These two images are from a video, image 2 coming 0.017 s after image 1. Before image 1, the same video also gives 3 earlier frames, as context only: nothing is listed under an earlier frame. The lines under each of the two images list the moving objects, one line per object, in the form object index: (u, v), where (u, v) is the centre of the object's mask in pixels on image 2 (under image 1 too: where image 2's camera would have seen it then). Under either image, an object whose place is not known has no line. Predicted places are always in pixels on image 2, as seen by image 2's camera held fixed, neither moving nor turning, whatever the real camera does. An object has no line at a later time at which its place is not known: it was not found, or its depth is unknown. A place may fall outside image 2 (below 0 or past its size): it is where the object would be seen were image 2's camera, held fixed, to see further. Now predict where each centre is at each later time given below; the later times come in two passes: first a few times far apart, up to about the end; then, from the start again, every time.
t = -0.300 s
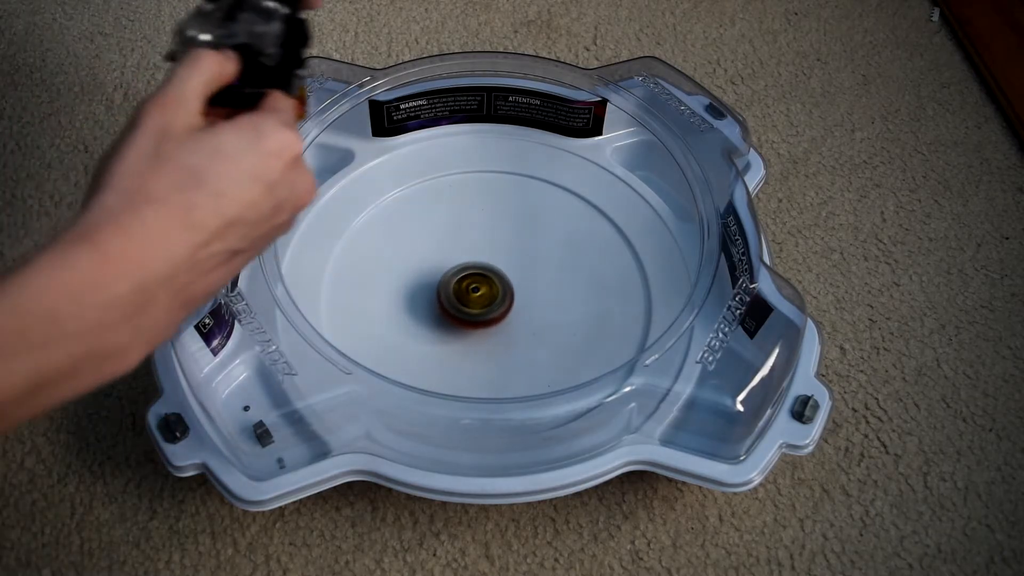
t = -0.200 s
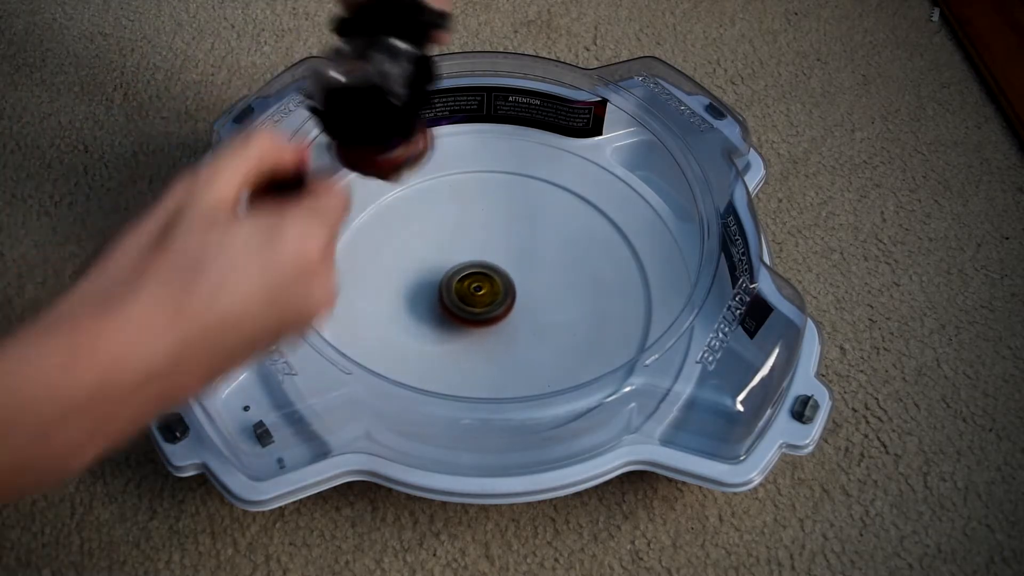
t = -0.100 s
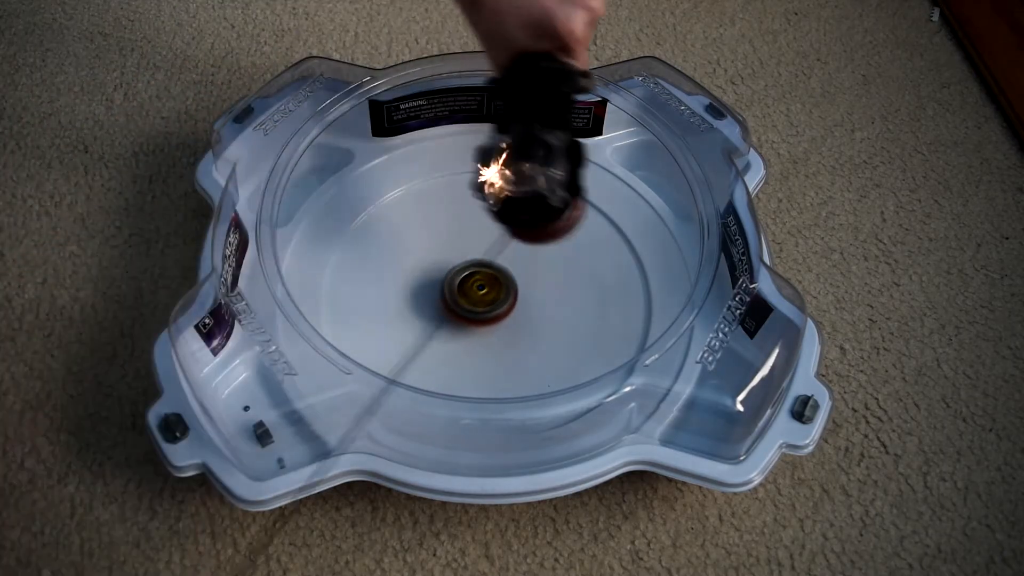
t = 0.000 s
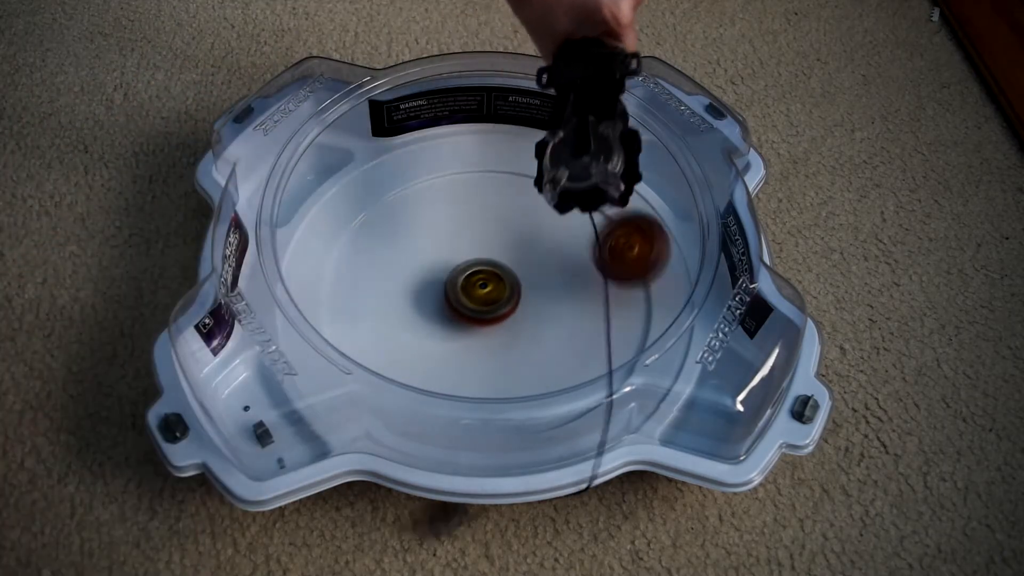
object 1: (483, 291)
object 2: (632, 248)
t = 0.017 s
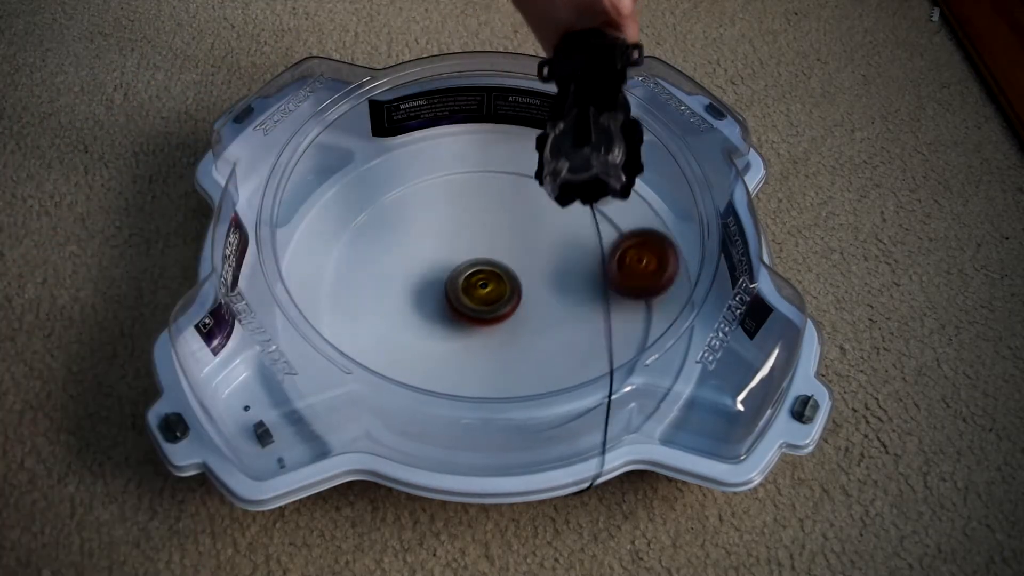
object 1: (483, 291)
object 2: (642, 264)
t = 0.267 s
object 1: (493, 285)
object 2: (657, 279)
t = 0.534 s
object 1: (493, 283)
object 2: (517, 345)
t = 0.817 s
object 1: (479, 259)
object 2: (378, 359)
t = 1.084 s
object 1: (533, 228)
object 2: (392, 334)
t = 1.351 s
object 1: (595, 168)
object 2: (349, 412)
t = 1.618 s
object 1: (574, 182)
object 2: (490, 408)
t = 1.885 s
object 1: (527, 242)
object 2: (549, 329)
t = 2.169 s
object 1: (503, 229)
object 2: (393, 385)
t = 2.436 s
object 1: (474, 268)
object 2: (396, 401)
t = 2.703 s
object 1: (461, 301)
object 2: (382, 395)
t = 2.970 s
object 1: (483, 300)
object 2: (404, 357)
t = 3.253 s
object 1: (503, 267)
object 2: (426, 279)
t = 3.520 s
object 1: (505, 260)
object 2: (380, 252)
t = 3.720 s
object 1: (499, 262)
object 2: (417, 285)
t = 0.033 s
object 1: (484, 292)
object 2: (648, 256)
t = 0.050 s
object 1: (485, 291)
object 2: (653, 247)
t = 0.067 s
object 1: (486, 289)
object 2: (658, 238)
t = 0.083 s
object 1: (487, 290)
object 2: (662, 233)
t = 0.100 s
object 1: (488, 290)
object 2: (665, 229)
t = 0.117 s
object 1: (489, 289)
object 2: (667, 228)
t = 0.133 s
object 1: (490, 288)
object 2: (668, 230)
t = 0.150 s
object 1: (491, 288)
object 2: (670, 235)
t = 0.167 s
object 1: (491, 287)
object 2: (669, 243)
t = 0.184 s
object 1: (492, 287)
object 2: (668, 252)
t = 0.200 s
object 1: (492, 286)
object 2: (665, 265)
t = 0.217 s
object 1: (492, 286)
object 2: (662, 277)
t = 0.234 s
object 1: (492, 287)
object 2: (661, 278)
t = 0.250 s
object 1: (493, 286)
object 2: (659, 277)
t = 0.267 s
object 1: (493, 285)
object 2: (657, 279)
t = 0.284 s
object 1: (493, 285)
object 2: (653, 282)
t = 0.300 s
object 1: (494, 286)
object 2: (648, 288)
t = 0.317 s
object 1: (494, 285)
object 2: (642, 297)
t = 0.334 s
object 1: (494, 285)
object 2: (637, 306)
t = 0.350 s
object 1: (494, 285)
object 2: (628, 319)
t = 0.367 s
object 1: (494, 285)
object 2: (621, 321)
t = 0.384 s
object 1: (494, 284)
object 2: (614, 322)
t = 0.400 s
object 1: (494, 284)
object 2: (604, 325)
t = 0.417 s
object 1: (494, 284)
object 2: (596, 329)
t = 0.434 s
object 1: (494, 284)
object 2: (584, 337)
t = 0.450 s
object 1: (494, 284)
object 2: (575, 338)
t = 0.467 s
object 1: (494, 284)
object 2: (564, 341)
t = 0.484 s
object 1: (494, 284)
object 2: (551, 344)
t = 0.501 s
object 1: (493, 284)
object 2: (541, 343)
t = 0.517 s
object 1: (493, 284)
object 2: (529, 343)
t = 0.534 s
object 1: (493, 283)
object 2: (517, 345)
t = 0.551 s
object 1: (493, 280)
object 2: (506, 352)
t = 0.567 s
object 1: (492, 275)
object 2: (494, 355)
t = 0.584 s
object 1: (491, 271)
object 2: (484, 359)
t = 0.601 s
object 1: (490, 267)
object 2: (473, 362)
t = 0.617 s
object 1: (489, 265)
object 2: (462, 363)
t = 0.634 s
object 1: (488, 263)
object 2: (454, 364)
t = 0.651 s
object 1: (486, 261)
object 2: (443, 364)
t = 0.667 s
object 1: (485, 260)
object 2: (431, 370)
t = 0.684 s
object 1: (484, 260)
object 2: (421, 372)
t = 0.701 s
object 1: (484, 259)
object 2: (413, 372)
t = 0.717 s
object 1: (483, 258)
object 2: (405, 371)
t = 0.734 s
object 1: (482, 258)
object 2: (398, 370)
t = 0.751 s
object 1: (482, 258)
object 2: (392, 368)
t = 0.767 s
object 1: (481, 258)
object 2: (388, 366)
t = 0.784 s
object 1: (480, 258)
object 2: (384, 364)
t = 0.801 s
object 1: (480, 258)
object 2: (380, 362)
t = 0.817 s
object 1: (479, 259)
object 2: (378, 359)
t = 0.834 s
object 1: (479, 259)
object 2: (377, 356)
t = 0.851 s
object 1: (478, 260)
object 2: (376, 354)
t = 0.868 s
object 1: (478, 260)
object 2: (376, 350)
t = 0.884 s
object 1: (479, 260)
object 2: (378, 347)
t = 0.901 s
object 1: (478, 261)
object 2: (380, 344)
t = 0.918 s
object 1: (478, 261)
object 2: (383, 341)
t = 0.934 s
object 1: (478, 261)
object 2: (389, 335)
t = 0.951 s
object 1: (477, 262)
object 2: (394, 332)
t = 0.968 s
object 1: (477, 263)
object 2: (400, 328)
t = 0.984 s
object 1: (477, 263)
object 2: (406, 324)
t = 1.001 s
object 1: (477, 264)
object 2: (413, 320)
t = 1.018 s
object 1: (477, 265)
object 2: (422, 315)
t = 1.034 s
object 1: (480, 264)
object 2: (424, 314)
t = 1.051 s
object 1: (501, 253)
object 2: (413, 320)
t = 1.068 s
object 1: (517, 239)
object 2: (401, 328)
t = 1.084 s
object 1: (533, 228)
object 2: (392, 334)
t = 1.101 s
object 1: (549, 218)
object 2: (384, 338)
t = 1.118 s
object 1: (561, 207)
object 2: (373, 347)
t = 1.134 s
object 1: (573, 195)
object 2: (365, 350)
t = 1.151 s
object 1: (583, 185)
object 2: (358, 355)
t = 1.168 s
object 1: (587, 180)
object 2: (352, 362)
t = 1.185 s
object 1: (590, 176)
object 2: (347, 368)
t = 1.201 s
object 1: (592, 176)
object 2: (343, 373)
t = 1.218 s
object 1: (593, 176)
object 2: (340, 379)
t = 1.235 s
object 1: (594, 175)
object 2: (338, 384)
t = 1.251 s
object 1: (595, 173)
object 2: (337, 389)
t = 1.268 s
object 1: (596, 172)
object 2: (336, 394)
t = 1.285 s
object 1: (596, 171)
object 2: (337, 398)
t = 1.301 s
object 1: (596, 169)
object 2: (339, 403)
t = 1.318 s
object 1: (596, 168)
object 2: (341, 407)
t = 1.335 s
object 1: (596, 168)
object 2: (345, 409)
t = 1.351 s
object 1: (595, 168)
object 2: (349, 412)
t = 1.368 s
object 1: (595, 168)
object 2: (355, 414)
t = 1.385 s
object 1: (595, 167)
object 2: (361, 415)
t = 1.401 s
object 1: (594, 167)
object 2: (368, 416)
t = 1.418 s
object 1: (593, 167)
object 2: (376, 417)
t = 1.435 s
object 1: (591, 167)
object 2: (385, 418)
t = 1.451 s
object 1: (590, 168)
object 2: (394, 418)
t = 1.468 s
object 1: (589, 169)
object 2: (403, 418)
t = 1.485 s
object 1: (588, 169)
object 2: (413, 418)
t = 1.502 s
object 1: (587, 169)
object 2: (422, 418)
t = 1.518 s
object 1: (586, 170)
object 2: (431, 418)
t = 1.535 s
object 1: (584, 171)
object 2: (440, 418)
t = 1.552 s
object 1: (583, 172)
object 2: (451, 415)
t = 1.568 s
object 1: (582, 174)
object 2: (460, 413)
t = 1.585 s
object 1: (580, 176)
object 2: (470, 412)
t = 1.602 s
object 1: (578, 179)
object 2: (480, 410)
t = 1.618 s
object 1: (574, 182)
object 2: (490, 408)
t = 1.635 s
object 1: (569, 188)
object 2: (499, 401)
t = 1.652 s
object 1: (565, 192)
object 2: (509, 397)
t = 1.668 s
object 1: (561, 196)
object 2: (518, 391)
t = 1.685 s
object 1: (558, 199)
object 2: (527, 386)
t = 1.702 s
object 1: (555, 203)
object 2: (535, 381)
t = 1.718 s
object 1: (551, 207)
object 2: (542, 376)
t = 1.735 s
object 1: (547, 210)
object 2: (548, 371)
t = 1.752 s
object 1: (543, 215)
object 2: (553, 366)
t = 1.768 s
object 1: (540, 219)
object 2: (556, 360)
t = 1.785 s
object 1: (538, 223)
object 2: (559, 356)
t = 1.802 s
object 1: (536, 226)
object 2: (560, 351)
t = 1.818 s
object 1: (533, 229)
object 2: (561, 346)
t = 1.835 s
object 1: (531, 232)
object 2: (560, 342)
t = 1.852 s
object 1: (529, 236)
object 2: (558, 337)
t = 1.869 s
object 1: (527, 239)
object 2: (554, 333)
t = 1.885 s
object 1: (527, 242)
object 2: (549, 329)
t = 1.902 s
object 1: (526, 244)
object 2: (544, 325)
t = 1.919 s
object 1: (524, 247)
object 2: (537, 322)
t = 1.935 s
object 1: (523, 249)
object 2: (529, 319)
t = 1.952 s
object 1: (521, 252)
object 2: (521, 316)
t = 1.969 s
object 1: (522, 248)
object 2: (511, 319)
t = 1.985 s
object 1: (523, 242)
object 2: (499, 324)
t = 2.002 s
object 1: (523, 236)
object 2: (487, 331)
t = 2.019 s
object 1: (522, 231)
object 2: (473, 337)
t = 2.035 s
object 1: (520, 228)
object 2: (460, 343)
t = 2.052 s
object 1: (519, 226)
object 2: (449, 349)
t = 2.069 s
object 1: (517, 225)
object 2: (438, 354)
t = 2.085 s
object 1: (515, 225)
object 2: (429, 359)
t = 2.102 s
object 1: (513, 224)
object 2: (421, 362)
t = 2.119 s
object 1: (509, 225)
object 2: (409, 374)
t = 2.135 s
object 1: (507, 226)
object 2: (401, 380)
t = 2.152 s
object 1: (505, 228)
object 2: (395, 385)
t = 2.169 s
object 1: (503, 229)
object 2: (393, 385)
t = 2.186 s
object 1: (501, 230)
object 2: (392, 383)
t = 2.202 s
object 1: (498, 232)
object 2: (392, 383)
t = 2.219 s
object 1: (496, 234)
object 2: (392, 386)
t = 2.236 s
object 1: (494, 237)
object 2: (392, 391)
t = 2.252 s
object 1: (493, 239)
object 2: (393, 395)
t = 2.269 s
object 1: (491, 241)
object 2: (393, 394)
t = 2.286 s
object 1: (489, 243)
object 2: (394, 395)
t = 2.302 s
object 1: (486, 246)
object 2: (396, 398)
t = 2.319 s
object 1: (484, 249)
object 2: (397, 399)
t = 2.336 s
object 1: (483, 252)
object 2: (397, 399)
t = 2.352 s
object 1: (481, 254)
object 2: (397, 399)
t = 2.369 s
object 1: (479, 257)
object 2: (397, 400)
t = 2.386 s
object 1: (477, 260)
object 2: (397, 400)
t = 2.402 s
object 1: (476, 263)
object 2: (396, 401)
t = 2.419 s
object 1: (475, 266)
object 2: (396, 401)
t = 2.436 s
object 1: (474, 268)
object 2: (396, 401)
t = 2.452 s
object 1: (472, 271)
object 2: (395, 401)
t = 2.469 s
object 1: (470, 274)
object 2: (394, 401)
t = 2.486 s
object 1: (469, 277)
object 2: (393, 402)
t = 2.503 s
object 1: (468, 280)
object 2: (393, 402)
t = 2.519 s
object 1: (467, 282)
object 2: (392, 402)
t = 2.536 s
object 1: (466, 284)
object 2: (391, 402)
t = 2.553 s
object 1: (465, 286)
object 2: (390, 402)
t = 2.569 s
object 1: (465, 289)
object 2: (390, 402)
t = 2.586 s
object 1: (465, 290)
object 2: (388, 402)
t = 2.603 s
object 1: (464, 292)
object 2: (388, 401)
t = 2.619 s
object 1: (463, 293)
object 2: (386, 401)
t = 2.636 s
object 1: (462, 295)
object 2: (385, 400)
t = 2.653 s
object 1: (463, 297)
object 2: (385, 399)
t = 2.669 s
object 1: (463, 299)
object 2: (384, 398)
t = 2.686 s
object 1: (462, 300)
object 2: (383, 396)
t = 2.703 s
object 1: (461, 301)
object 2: (382, 395)
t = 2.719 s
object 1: (461, 303)
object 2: (382, 394)
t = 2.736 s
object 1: (461, 305)
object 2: (382, 392)
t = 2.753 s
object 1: (461, 306)
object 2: (382, 391)
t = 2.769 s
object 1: (460, 307)
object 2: (383, 389)
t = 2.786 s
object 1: (459, 309)
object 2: (384, 386)
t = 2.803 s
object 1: (459, 311)
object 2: (385, 383)
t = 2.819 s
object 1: (460, 312)
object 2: (388, 381)
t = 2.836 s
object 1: (459, 312)
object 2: (392, 379)
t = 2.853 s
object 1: (459, 314)
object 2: (396, 377)
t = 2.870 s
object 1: (458, 316)
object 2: (400, 371)
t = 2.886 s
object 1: (459, 317)
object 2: (405, 367)
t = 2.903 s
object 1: (460, 317)
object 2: (407, 364)
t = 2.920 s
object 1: (465, 313)
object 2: (407, 362)
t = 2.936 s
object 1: (471, 309)
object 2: (405, 361)
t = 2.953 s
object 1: (477, 305)
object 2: (404, 359)
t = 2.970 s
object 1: (483, 300)
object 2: (404, 357)
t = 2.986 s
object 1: (486, 297)
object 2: (404, 354)
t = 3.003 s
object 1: (491, 294)
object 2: (406, 351)
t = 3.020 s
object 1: (495, 291)
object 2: (407, 349)
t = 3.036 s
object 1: (498, 287)
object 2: (408, 346)
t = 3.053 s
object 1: (500, 284)
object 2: (411, 343)
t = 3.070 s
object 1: (502, 282)
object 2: (413, 340)
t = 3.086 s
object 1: (504, 280)
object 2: (417, 335)
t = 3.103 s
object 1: (506, 277)
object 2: (419, 330)
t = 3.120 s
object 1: (506, 276)
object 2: (421, 326)
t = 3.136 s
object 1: (506, 275)
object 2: (424, 319)
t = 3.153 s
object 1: (507, 273)
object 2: (425, 314)
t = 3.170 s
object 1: (507, 272)
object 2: (426, 308)
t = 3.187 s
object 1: (506, 271)
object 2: (427, 303)
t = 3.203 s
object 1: (505, 270)
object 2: (428, 296)
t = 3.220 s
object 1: (505, 269)
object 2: (428, 290)
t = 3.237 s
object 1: (504, 268)
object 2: (427, 285)
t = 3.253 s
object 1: (503, 267)
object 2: (426, 279)
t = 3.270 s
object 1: (503, 267)
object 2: (425, 274)
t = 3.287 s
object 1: (504, 266)
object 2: (422, 268)
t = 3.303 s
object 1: (506, 265)
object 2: (418, 265)
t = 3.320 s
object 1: (506, 264)
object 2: (415, 260)
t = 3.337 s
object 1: (507, 264)
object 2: (410, 257)
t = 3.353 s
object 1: (507, 263)
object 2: (406, 253)
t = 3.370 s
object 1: (507, 262)
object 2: (402, 250)
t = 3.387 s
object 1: (506, 262)
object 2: (398, 248)
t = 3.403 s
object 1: (507, 262)
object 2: (395, 247)
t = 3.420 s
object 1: (507, 261)
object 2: (392, 246)
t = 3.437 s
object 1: (506, 260)
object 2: (390, 246)
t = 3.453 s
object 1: (506, 261)
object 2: (388, 247)
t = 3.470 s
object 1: (506, 261)
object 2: (386, 248)
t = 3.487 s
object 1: (506, 260)
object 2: (384, 249)
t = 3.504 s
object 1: (505, 260)
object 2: (382, 250)
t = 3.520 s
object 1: (505, 260)
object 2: (380, 252)
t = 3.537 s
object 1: (505, 260)
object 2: (377, 255)
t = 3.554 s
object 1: (504, 260)
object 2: (376, 258)
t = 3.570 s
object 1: (503, 260)
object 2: (376, 261)
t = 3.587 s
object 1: (503, 260)
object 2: (377, 264)
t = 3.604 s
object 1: (503, 260)
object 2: (377, 267)
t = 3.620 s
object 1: (502, 260)
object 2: (380, 269)
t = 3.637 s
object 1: (501, 261)
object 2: (384, 273)
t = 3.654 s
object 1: (501, 261)
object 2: (389, 277)
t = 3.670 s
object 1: (501, 261)
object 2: (395, 281)
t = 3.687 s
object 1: (499, 261)
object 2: (402, 283)
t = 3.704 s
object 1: (499, 262)
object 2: (410, 285)
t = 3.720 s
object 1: (499, 262)
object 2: (417, 285)
